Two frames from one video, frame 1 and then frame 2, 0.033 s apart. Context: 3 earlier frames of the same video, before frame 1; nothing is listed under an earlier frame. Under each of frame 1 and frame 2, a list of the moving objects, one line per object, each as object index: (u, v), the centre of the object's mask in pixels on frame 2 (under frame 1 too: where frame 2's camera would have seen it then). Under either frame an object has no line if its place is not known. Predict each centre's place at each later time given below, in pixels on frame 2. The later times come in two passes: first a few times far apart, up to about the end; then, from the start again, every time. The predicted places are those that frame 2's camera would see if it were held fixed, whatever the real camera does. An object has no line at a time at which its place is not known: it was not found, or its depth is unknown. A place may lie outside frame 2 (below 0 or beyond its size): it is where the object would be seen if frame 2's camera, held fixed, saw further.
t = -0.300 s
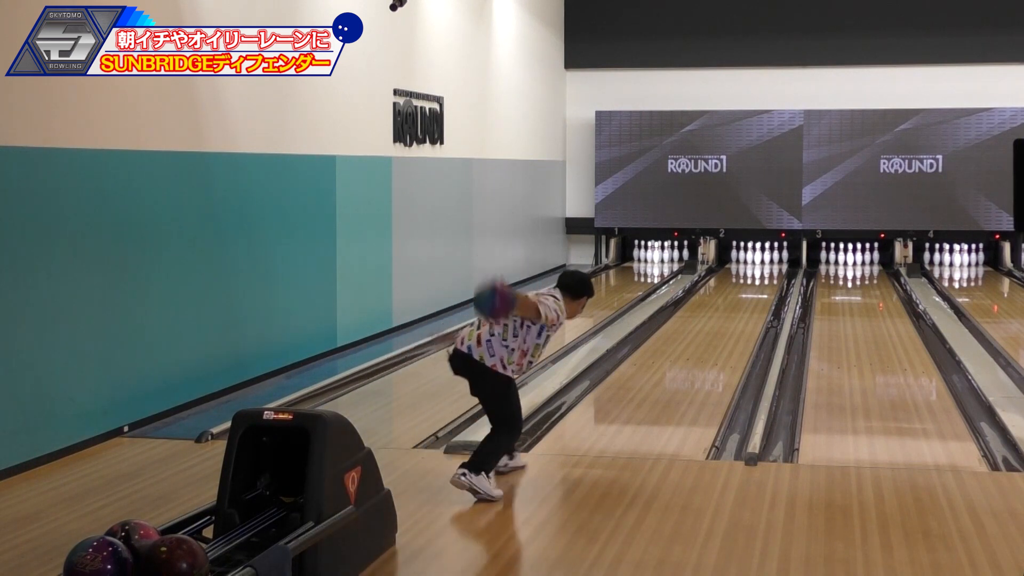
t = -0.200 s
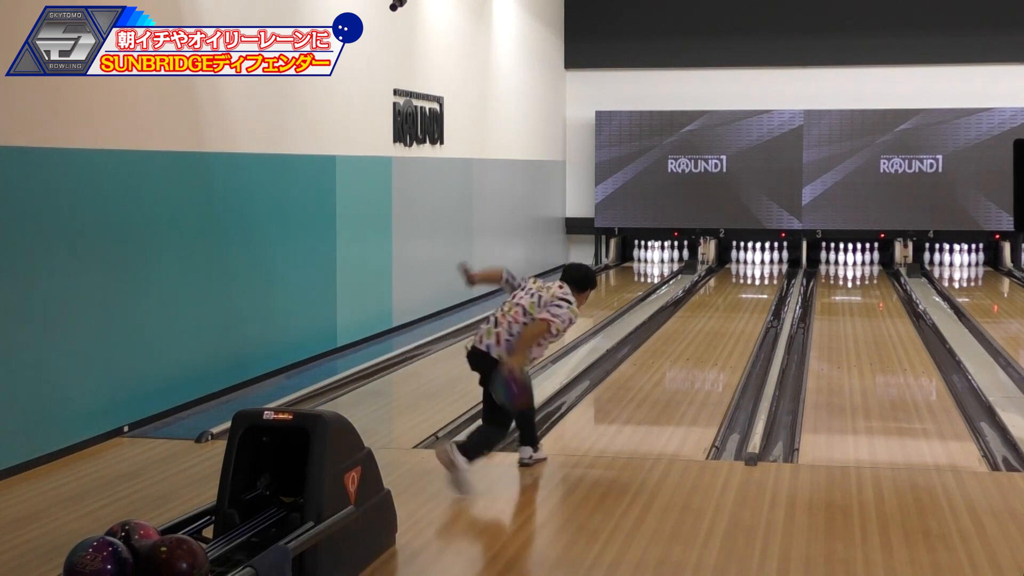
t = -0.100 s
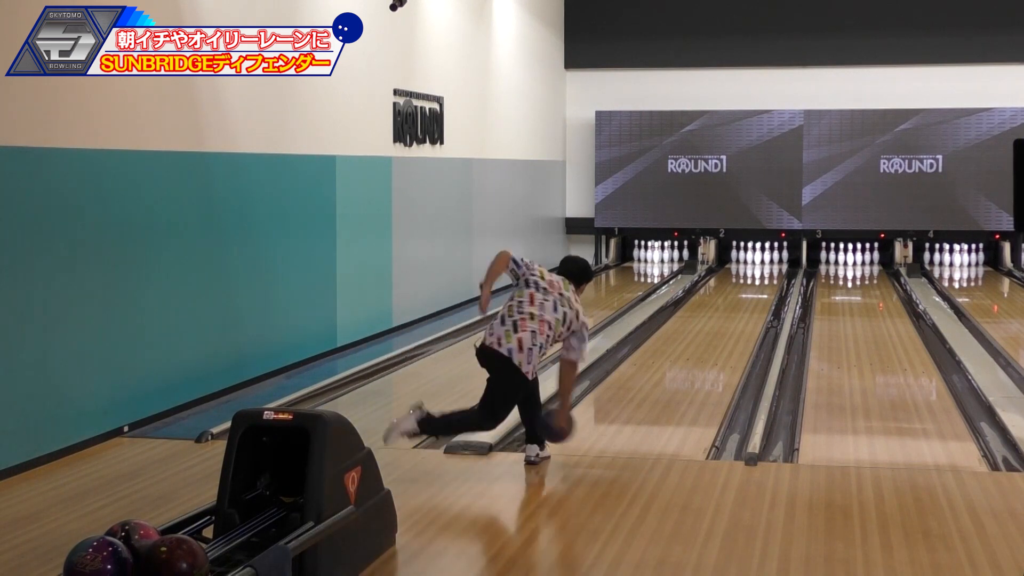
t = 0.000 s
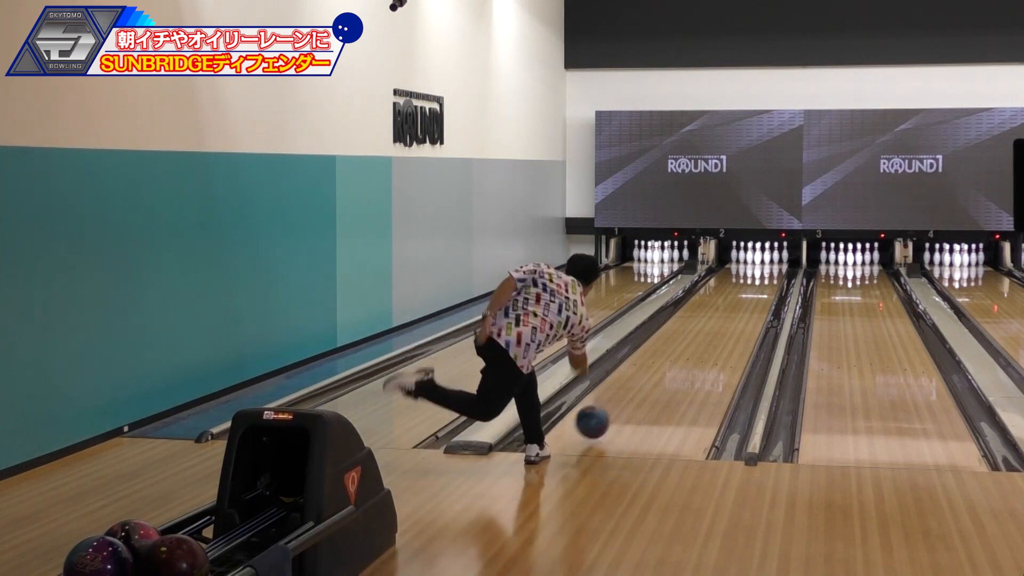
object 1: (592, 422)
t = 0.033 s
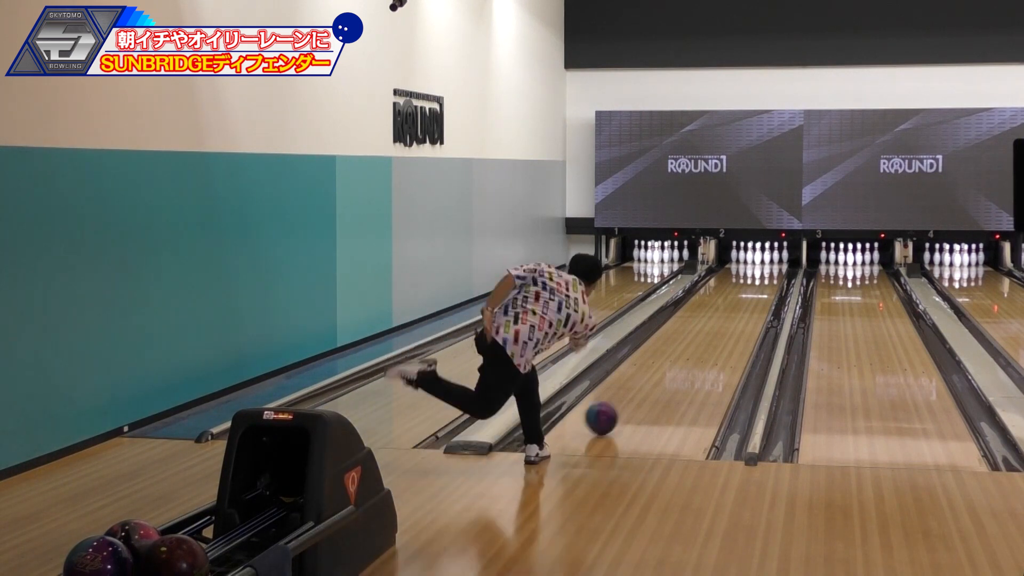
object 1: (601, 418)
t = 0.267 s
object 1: (654, 378)
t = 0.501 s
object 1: (691, 349)
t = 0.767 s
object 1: (721, 325)
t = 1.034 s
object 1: (744, 307)
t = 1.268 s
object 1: (758, 294)
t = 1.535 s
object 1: (769, 281)
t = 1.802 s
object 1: (774, 272)
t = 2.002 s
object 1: (772, 266)
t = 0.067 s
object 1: (610, 411)
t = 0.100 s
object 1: (618, 405)
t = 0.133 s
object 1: (626, 399)
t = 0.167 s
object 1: (633, 394)
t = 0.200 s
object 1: (640, 388)
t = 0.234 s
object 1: (647, 383)
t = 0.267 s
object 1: (654, 378)
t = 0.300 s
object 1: (660, 373)
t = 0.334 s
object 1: (665, 369)
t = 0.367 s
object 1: (671, 365)
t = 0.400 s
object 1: (676, 361)
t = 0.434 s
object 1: (681, 357)
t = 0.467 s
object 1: (686, 353)
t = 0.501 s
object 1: (691, 349)
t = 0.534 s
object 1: (695, 346)
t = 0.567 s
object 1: (699, 343)
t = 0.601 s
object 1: (703, 340)
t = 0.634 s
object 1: (707, 336)
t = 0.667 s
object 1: (711, 334)
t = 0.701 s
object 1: (714, 331)
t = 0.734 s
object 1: (718, 328)
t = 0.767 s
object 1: (721, 325)
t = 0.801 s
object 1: (724, 323)
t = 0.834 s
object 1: (728, 320)
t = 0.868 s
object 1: (730, 318)
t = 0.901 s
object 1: (733, 316)
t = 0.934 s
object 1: (736, 313)
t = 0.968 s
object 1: (738, 311)
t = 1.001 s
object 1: (741, 309)
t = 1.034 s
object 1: (744, 307)
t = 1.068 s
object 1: (746, 305)
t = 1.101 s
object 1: (748, 303)
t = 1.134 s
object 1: (751, 301)
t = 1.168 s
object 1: (752, 299)
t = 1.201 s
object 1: (755, 297)
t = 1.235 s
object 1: (756, 296)
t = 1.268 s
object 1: (758, 294)
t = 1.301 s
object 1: (760, 292)
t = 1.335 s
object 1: (761, 290)
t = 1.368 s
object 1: (763, 289)
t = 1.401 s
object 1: (764, 287)
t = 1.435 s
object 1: (766, 286)
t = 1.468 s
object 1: (767, 285)
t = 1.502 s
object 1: (768, 283)
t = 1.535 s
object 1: (769, 281)
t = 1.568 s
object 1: (770, 280)
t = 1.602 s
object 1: (771, 279)
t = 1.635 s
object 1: (772, 277)
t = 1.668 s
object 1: (772, 276)
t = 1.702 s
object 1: (773, 275)
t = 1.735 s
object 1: (773, 274)
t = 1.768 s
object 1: (774, 273)
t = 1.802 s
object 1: (774, 272)
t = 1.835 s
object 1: (774, 271)
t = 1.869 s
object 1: (774, 270)
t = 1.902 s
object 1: (774, 269)
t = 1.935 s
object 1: (774, 268)
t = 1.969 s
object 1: (773, 267)
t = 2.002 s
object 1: (772, 266)
